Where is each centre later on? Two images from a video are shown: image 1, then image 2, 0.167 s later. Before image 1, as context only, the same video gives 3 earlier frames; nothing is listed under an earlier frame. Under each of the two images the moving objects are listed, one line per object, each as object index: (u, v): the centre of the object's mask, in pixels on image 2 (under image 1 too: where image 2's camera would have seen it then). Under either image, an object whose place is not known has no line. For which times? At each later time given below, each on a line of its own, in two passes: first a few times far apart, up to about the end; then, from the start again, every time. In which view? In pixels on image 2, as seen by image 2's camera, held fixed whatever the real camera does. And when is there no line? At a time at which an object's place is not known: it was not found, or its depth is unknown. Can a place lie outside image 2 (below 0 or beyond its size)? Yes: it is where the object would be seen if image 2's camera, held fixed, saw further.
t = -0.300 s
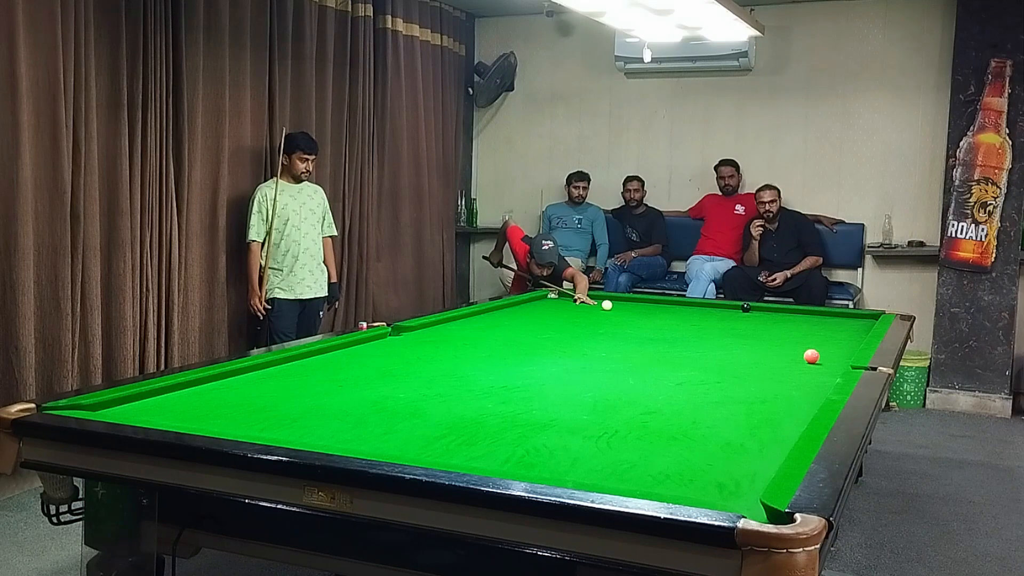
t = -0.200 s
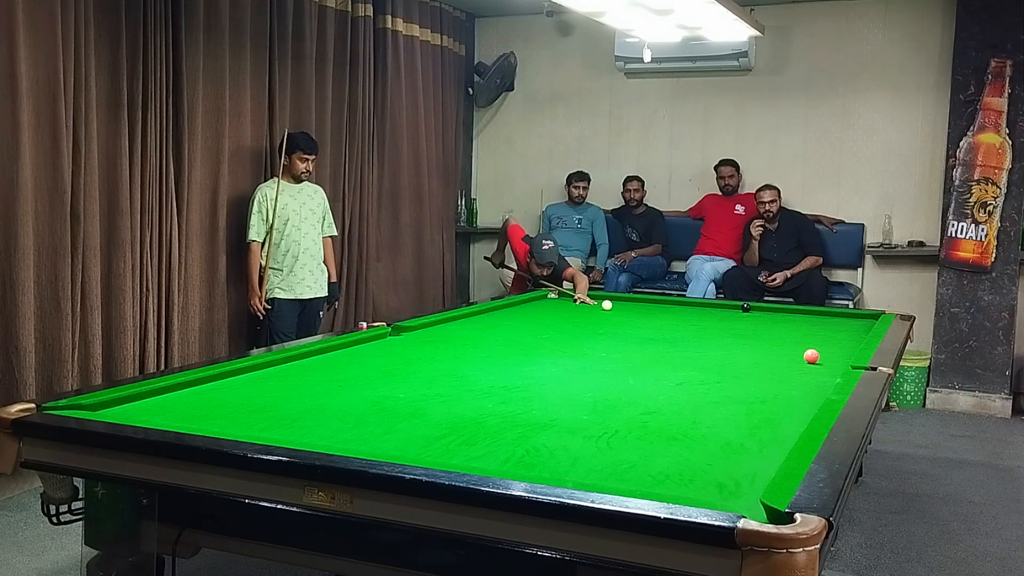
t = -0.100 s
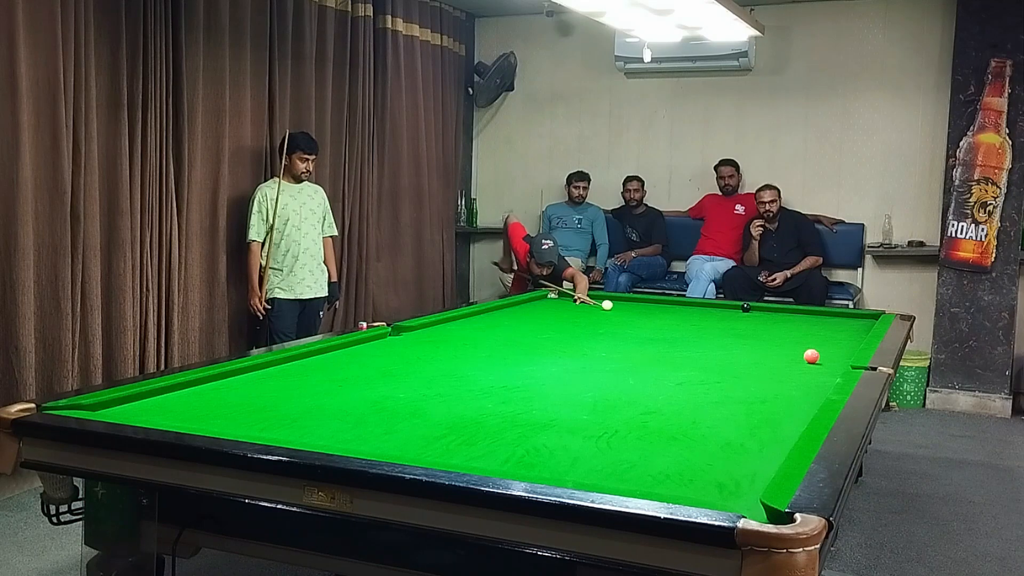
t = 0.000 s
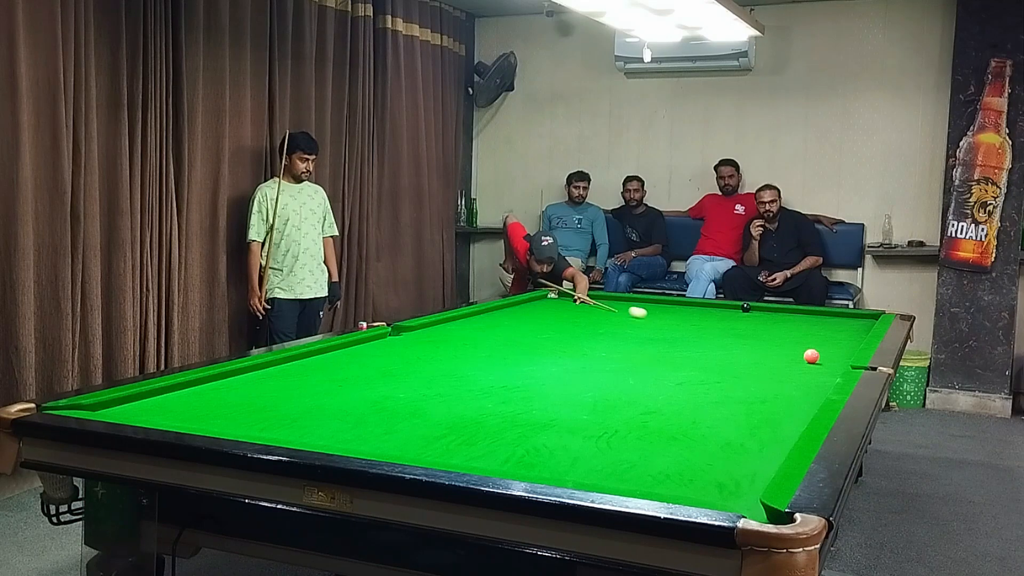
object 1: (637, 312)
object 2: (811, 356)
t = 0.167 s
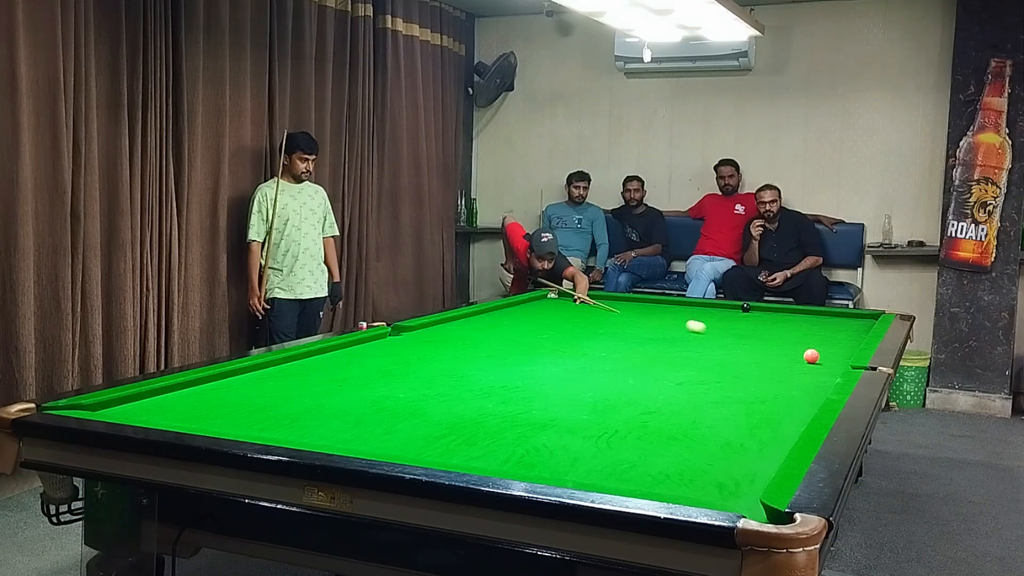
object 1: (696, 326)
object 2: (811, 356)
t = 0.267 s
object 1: (732, 335)
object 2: (811, 356)
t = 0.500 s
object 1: (810, 352)
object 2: (818, 359)
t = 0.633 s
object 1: (834, 355)
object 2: (840, 368)
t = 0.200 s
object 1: (708, 329)
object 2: (811, 356)
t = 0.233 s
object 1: (720, 332)
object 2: (811, 356)
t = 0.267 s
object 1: (732, 335)
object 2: (811, 356)
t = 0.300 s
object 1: (744, 338)
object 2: (811, 356)
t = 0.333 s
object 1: (756, 341)
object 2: (811, 356)
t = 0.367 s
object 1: (769, 344)
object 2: (811, 356)
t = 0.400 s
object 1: (781, 347)
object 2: (811, 356)
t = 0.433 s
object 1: (793, 350)
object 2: (811, 356)
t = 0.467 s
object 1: (802, 351)
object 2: (812, 356)
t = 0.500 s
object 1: (810, 352)
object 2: (818, 359)
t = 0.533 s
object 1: (817, 352)
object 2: (823, 361)
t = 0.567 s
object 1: (822, 353)
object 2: (829, 364)
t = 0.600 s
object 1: (828, 354)
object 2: (835, 366)
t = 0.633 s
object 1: (834, 355)
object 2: (840, 368)
